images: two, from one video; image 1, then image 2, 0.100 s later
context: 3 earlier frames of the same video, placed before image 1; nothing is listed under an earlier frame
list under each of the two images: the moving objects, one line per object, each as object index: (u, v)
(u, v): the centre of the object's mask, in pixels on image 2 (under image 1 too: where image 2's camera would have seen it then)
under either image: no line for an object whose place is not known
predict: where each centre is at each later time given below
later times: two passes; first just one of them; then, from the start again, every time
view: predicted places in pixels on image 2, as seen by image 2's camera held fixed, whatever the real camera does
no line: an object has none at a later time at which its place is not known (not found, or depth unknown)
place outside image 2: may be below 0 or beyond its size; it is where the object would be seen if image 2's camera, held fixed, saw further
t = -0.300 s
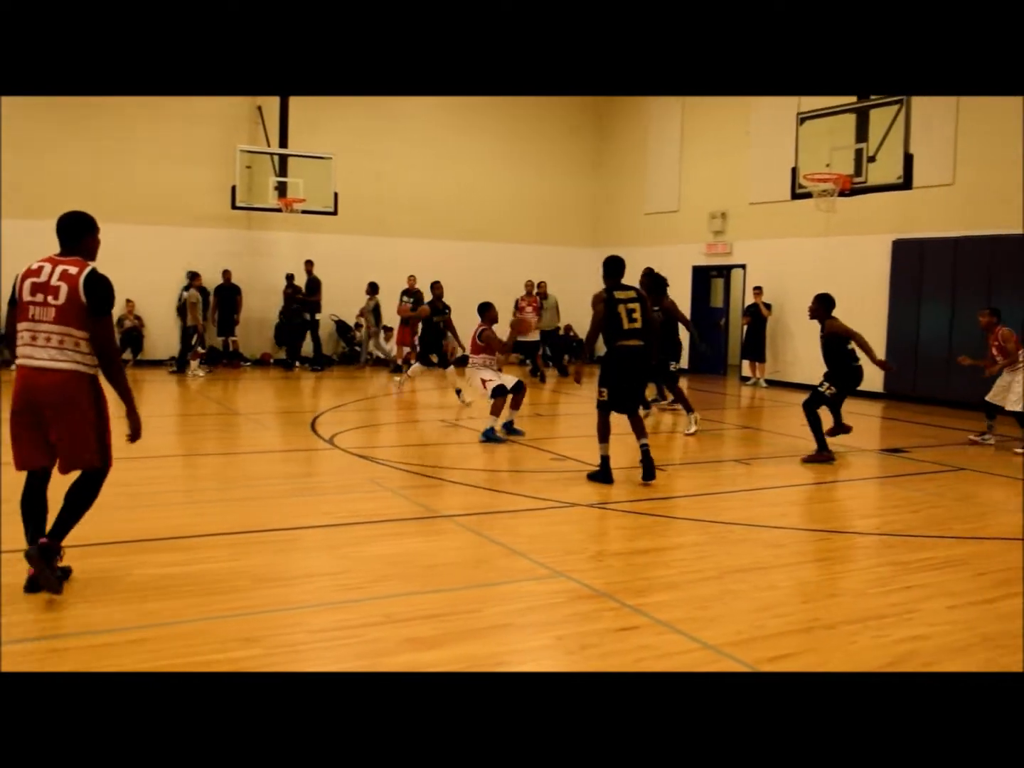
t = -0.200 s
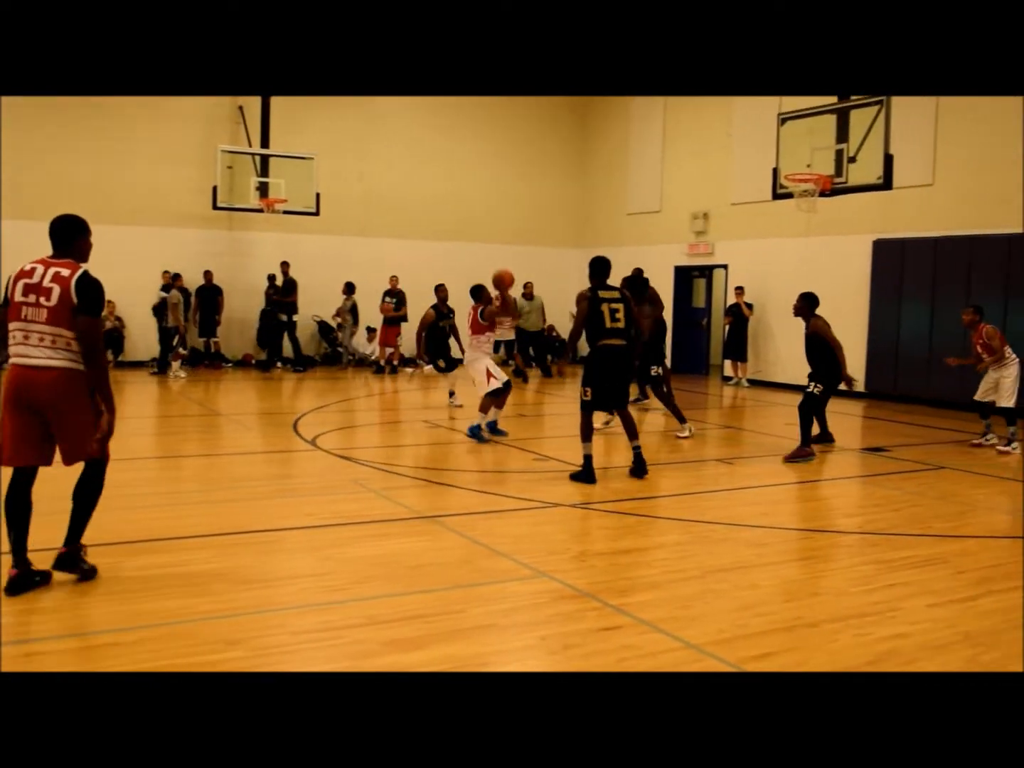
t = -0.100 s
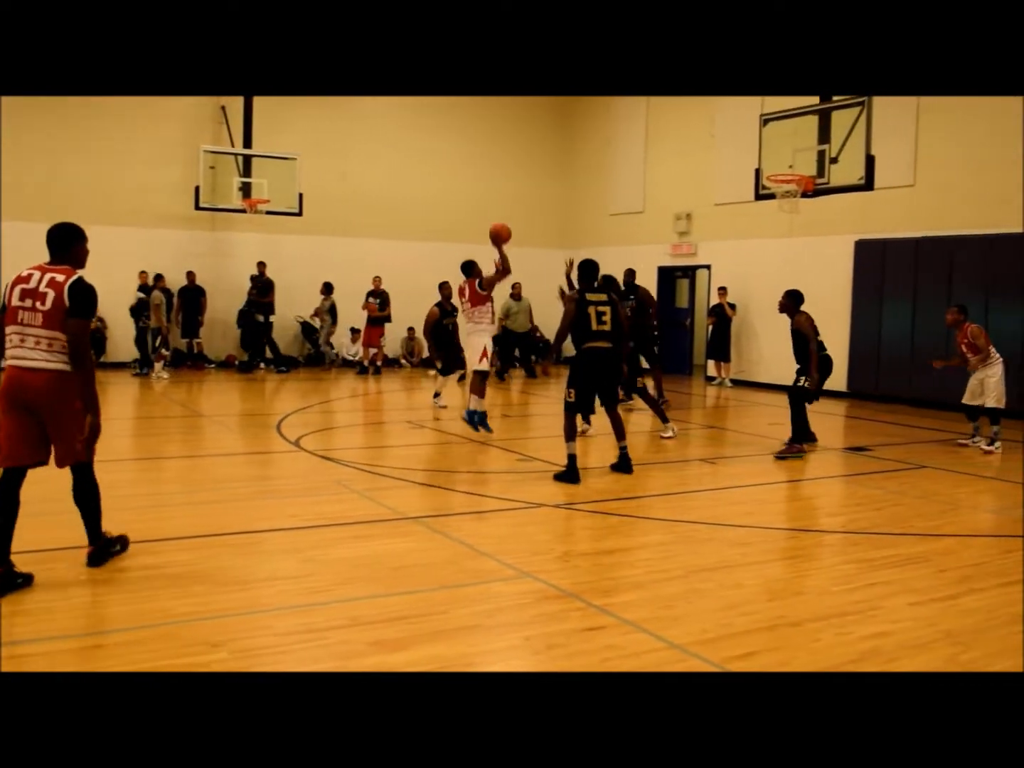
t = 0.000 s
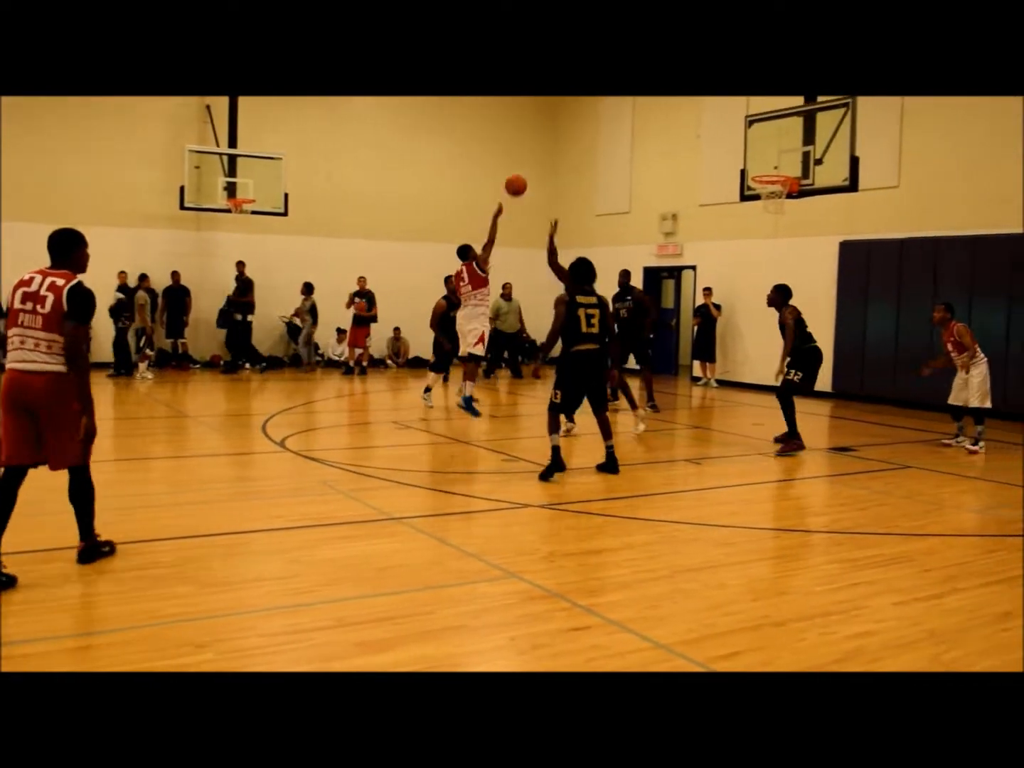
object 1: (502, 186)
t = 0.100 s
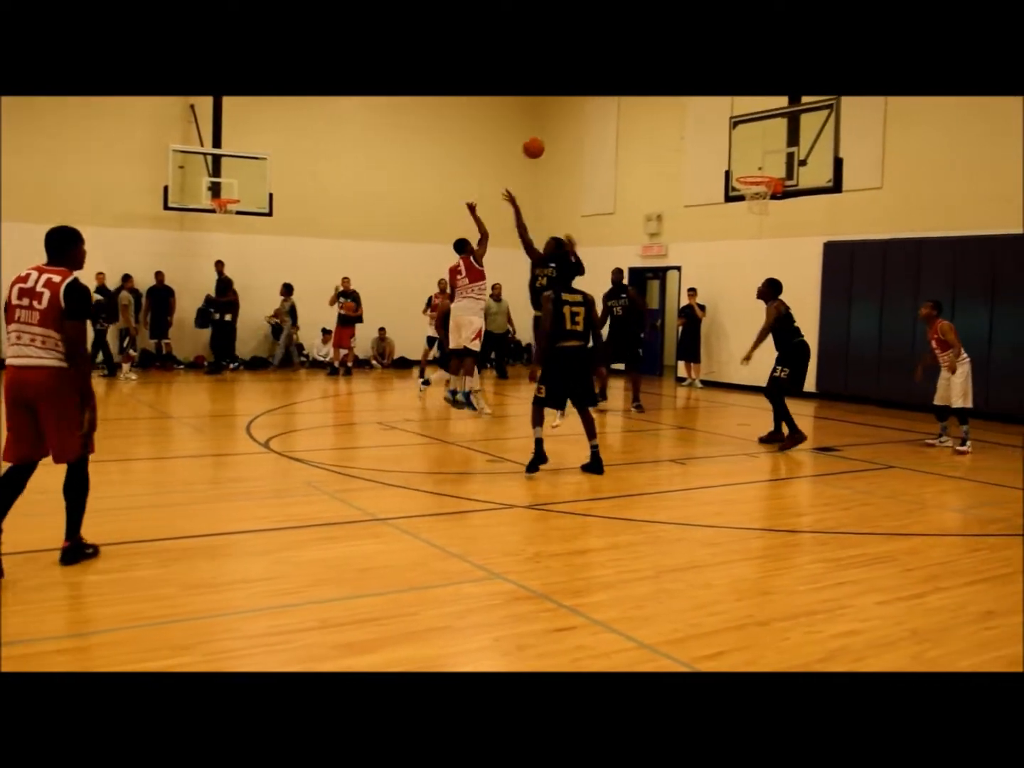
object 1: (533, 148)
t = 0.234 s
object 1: (573, 113)
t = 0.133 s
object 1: (543, 137)
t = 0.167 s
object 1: (553, 128)
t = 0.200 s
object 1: (563, 120)
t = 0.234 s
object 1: (573, 113)
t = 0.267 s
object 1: (582, 107)
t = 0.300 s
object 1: (591, 103)
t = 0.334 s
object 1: (599, 101)
